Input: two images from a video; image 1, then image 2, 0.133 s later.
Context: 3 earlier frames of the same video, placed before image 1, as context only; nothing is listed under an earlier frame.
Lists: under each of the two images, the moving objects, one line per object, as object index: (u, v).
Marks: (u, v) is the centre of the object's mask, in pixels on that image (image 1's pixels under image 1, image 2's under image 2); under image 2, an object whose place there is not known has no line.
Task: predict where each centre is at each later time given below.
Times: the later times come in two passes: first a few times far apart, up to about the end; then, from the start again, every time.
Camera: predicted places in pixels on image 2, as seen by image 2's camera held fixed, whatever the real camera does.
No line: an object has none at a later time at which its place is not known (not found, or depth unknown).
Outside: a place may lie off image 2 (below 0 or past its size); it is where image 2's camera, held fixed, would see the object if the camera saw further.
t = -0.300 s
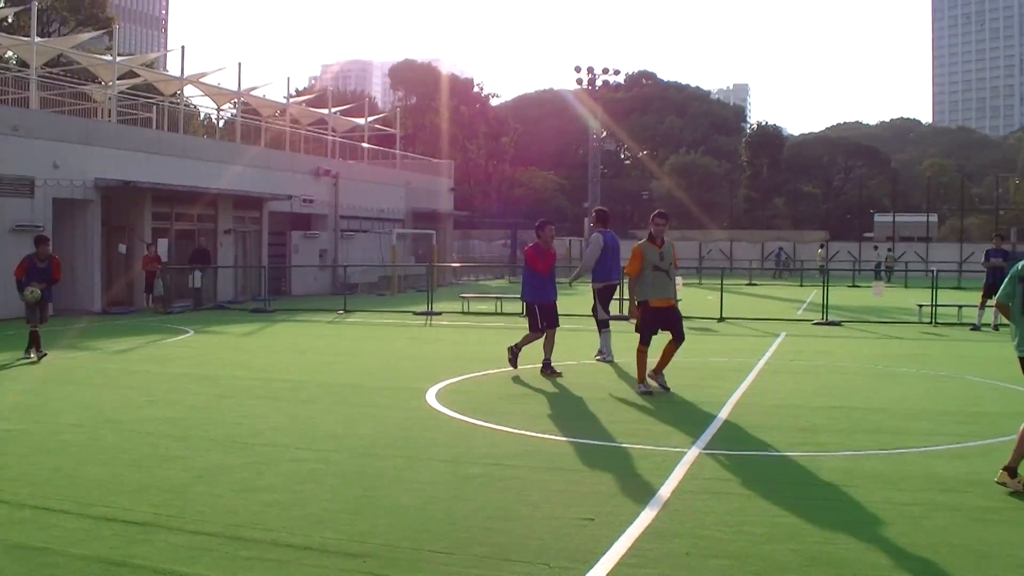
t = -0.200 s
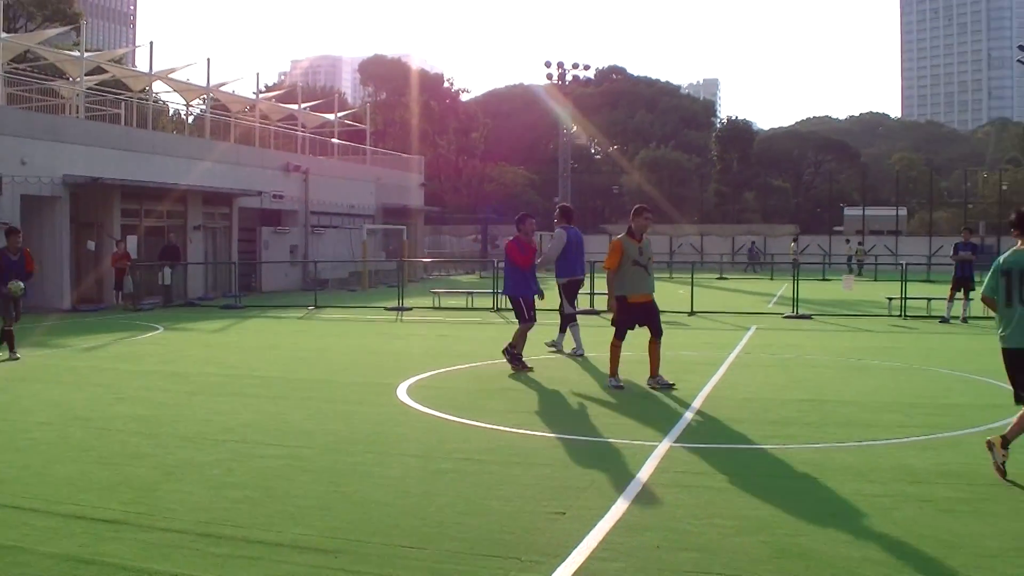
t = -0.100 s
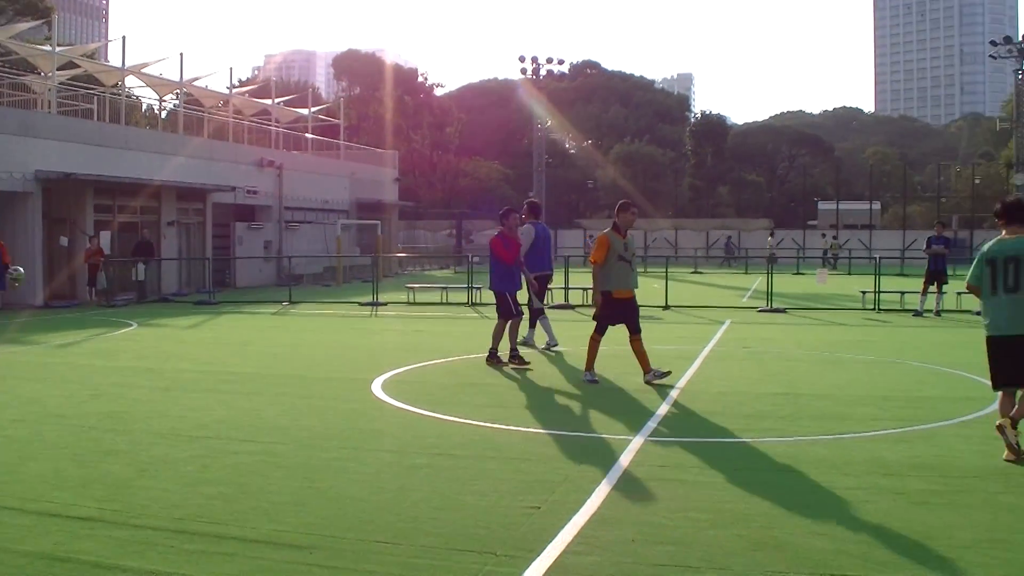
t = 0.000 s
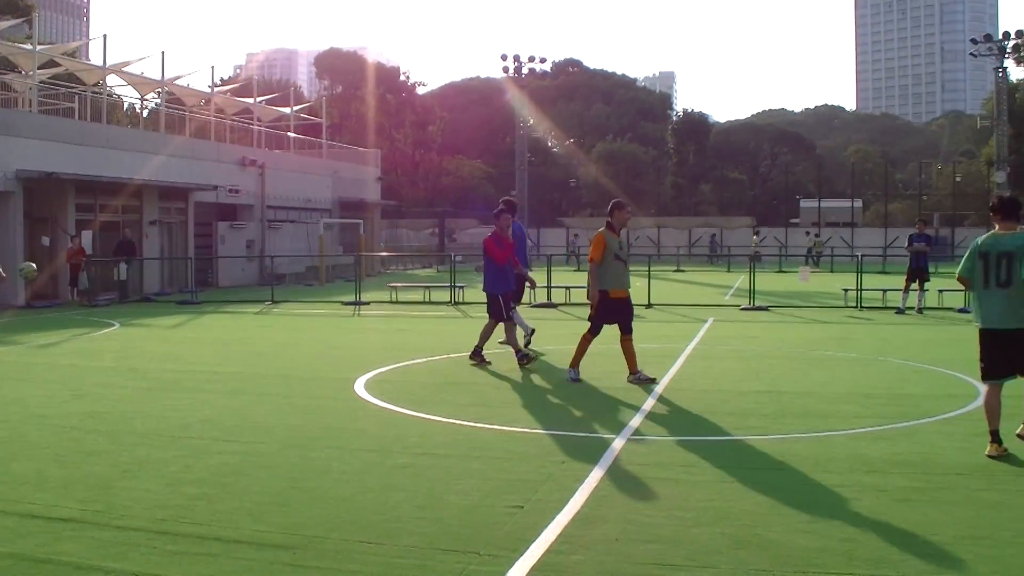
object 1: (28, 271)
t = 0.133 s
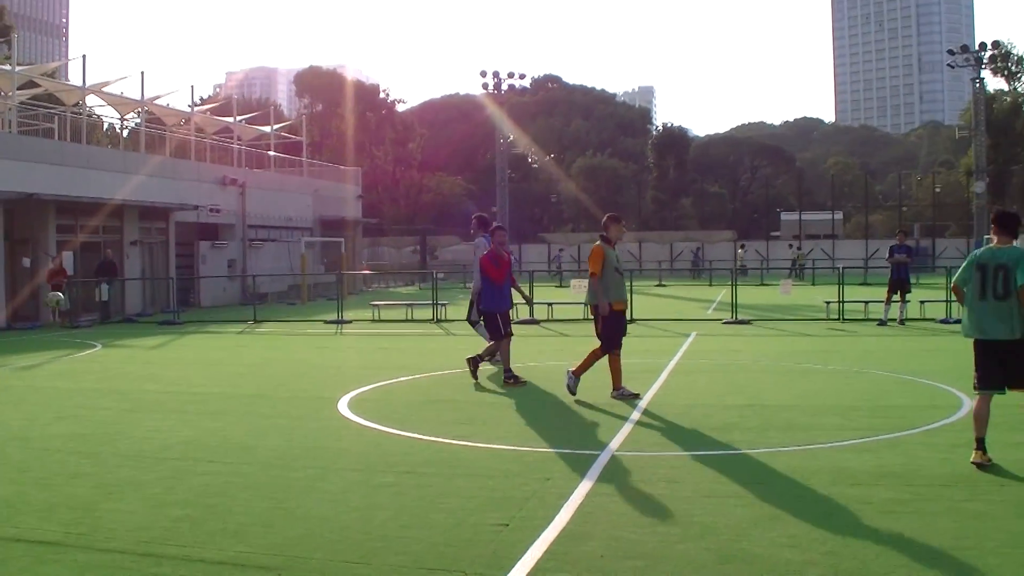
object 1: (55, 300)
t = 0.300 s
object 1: (118, 333)
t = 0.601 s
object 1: (236, 373)
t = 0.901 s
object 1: (357, 394)
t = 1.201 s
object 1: (460, 400)
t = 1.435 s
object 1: (527, 400)
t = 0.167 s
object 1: (67, 305)
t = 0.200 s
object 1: (80, 310)
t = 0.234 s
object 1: (91, 316)
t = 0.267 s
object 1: (105, 325)
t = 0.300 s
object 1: (118, 333)
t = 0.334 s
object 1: (131, 344)
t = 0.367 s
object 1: (145, 355)
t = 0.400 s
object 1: (159, 368)
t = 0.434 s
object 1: (173, 382)
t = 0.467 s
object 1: (186, 386)
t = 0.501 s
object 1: (198, 381)
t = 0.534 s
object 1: (211, 378)
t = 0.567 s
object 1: (223, 375)
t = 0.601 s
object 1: (236, 373)
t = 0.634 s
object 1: (249, 372)
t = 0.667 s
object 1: (262, 372)
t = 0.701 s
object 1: (276, 374)
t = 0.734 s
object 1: (289, 377)
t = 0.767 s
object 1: (303, 381)
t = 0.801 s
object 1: (317, 386)
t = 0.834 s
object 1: (332, 393)
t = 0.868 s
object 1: (345, 396)
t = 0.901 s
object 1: (357, 394)
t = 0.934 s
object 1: (369, 393)
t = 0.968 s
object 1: (381, 393)
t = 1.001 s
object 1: (393, 395)
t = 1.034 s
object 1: (405, 398)
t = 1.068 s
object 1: (416, 398)
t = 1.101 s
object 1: (427, 398)
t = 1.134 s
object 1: (439, 398)
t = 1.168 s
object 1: (449, 400)
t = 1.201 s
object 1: (460, 400)
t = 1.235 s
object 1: (471, 400)
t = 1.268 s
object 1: (480, 400)
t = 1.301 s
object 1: (491, 400)
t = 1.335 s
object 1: (501, 400)
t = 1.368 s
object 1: (510, 399)
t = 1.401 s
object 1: (519, 400)
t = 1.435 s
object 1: (527, 400)
